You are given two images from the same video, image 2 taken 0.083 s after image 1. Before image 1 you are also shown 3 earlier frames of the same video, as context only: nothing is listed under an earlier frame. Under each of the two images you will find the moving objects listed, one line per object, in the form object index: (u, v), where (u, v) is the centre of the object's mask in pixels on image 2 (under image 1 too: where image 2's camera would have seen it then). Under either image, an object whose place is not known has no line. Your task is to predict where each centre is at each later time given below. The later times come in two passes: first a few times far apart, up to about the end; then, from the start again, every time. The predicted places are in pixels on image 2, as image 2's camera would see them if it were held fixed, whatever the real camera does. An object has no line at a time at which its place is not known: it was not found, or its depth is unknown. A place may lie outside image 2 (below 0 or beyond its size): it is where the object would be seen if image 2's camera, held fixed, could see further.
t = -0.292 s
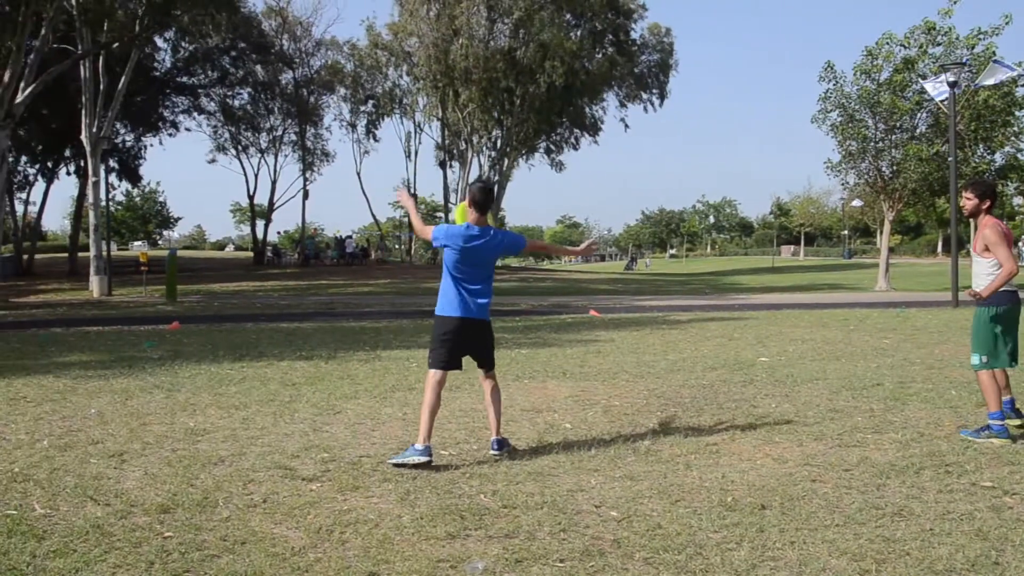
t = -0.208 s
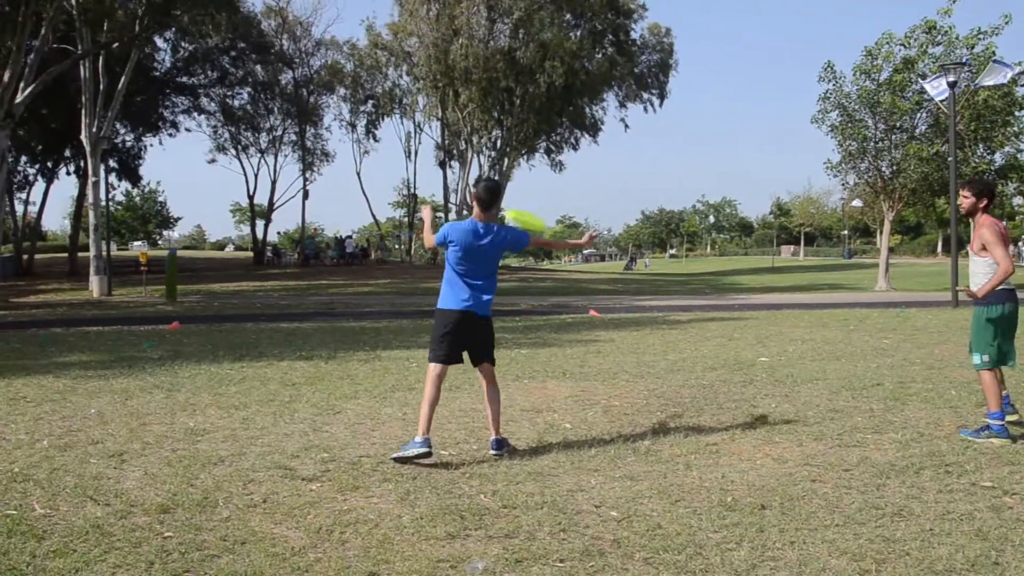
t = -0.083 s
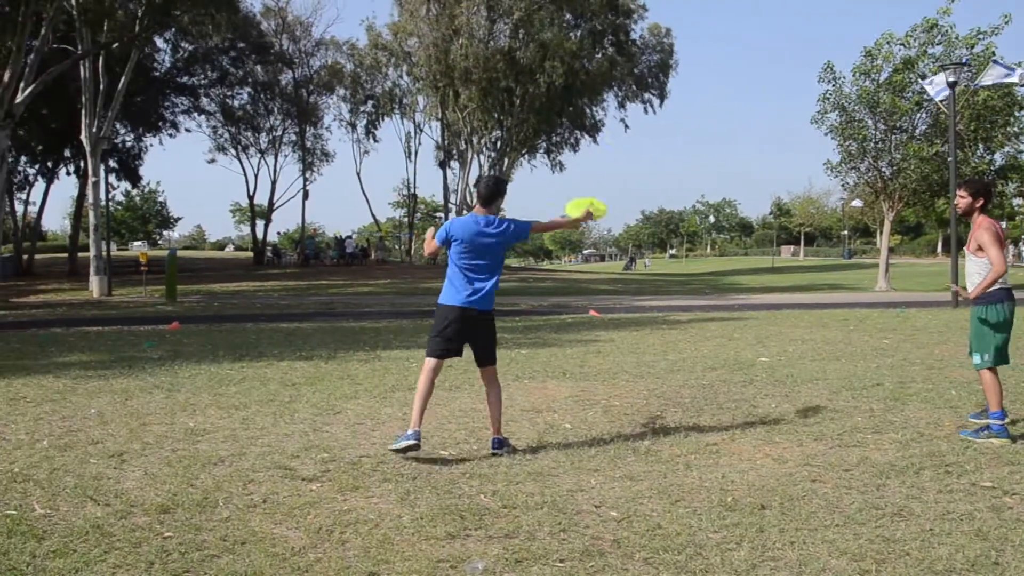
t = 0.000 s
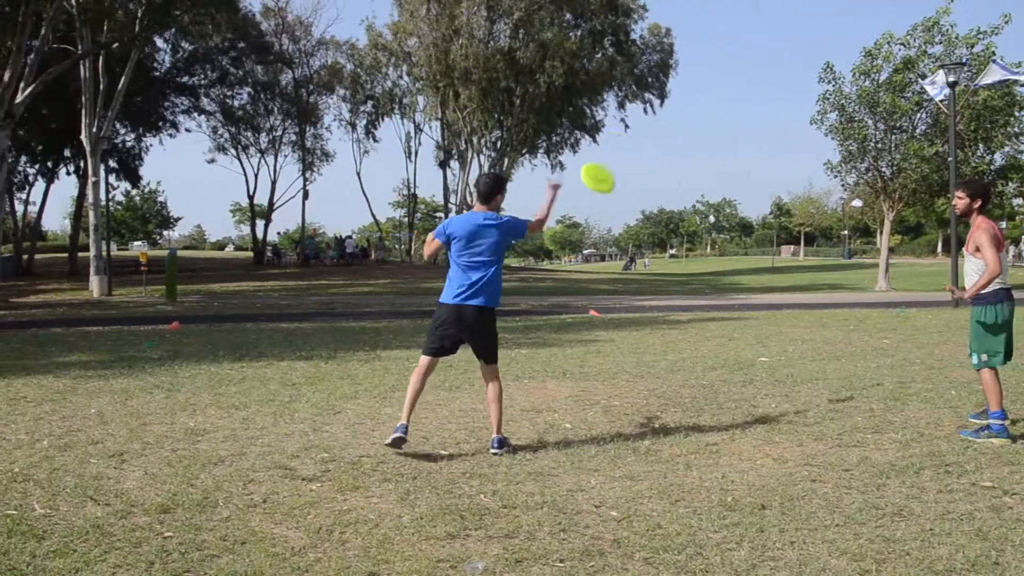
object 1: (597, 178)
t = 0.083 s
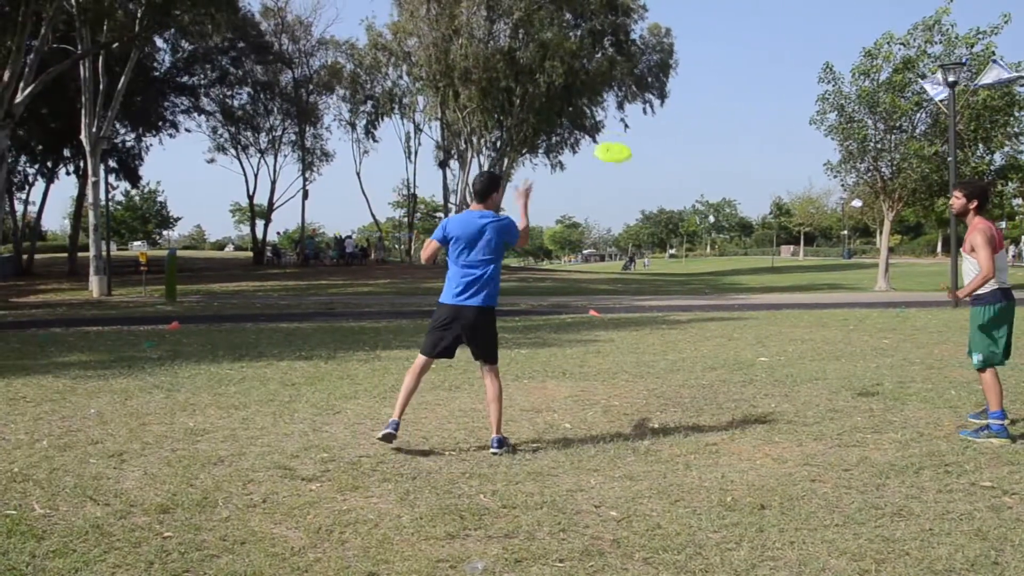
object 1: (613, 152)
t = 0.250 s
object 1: (646, 115)
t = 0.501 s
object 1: (702, 93)
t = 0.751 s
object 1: (765, 113)
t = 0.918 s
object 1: (812, 153)
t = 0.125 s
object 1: (620, 141)
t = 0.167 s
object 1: (628, 131)
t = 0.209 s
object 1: (638, 123)
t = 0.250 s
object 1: (646, 115)
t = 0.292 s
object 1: (655, 109)
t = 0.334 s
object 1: (664, 103)
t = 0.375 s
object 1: (674, 99)
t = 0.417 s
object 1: (683, 96)
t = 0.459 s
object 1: (692, 94)
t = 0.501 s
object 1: (702, 93)
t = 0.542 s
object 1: (712, 93)
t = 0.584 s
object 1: (722, 94)
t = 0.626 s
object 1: (733, 97)
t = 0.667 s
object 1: (743, 101)
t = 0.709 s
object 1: (754, 107)
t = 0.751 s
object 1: (765, 113)
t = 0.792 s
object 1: (777, 121)
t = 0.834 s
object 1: (788, 130)
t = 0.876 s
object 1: (800, 141)
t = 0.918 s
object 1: (812, 153)
